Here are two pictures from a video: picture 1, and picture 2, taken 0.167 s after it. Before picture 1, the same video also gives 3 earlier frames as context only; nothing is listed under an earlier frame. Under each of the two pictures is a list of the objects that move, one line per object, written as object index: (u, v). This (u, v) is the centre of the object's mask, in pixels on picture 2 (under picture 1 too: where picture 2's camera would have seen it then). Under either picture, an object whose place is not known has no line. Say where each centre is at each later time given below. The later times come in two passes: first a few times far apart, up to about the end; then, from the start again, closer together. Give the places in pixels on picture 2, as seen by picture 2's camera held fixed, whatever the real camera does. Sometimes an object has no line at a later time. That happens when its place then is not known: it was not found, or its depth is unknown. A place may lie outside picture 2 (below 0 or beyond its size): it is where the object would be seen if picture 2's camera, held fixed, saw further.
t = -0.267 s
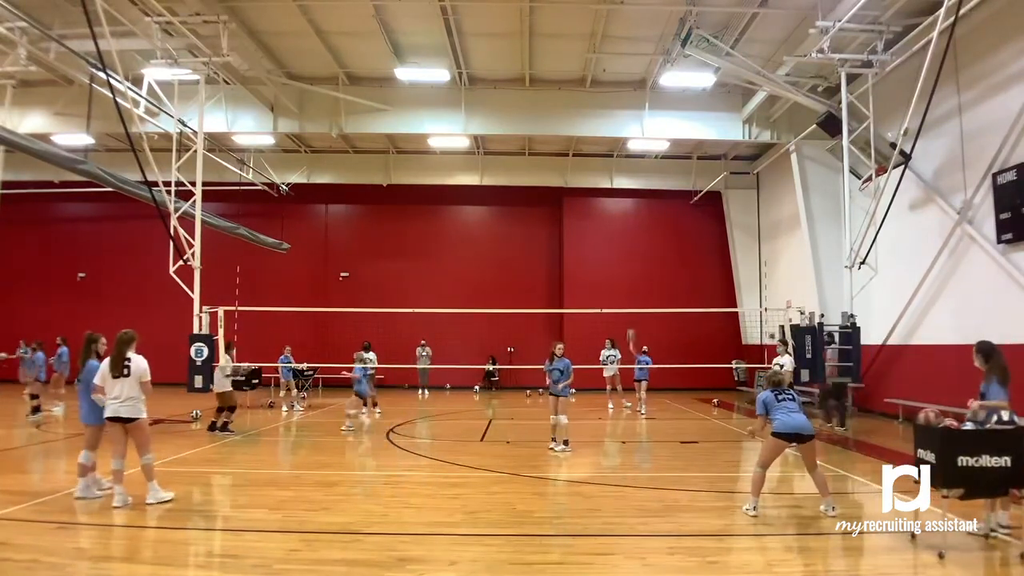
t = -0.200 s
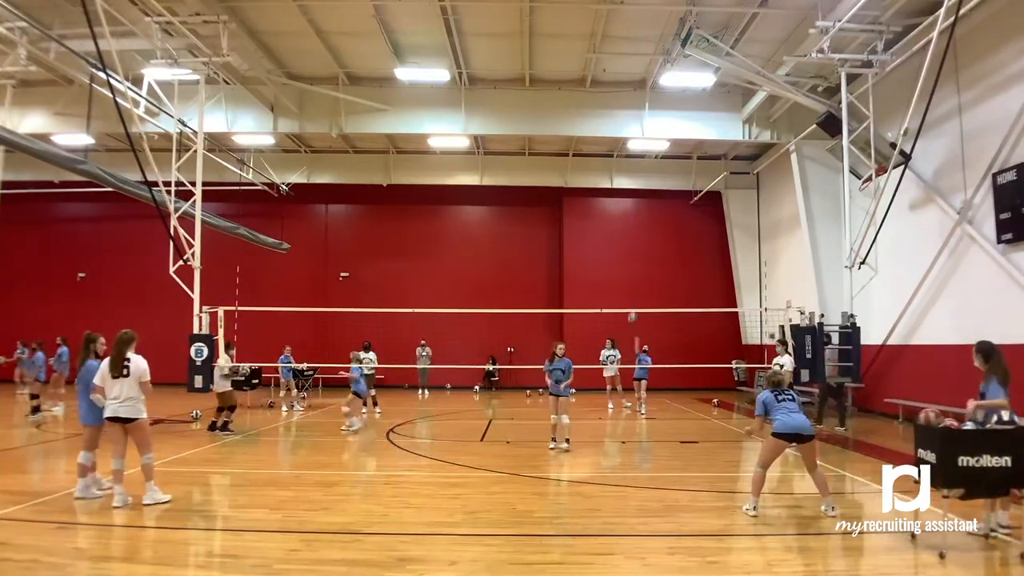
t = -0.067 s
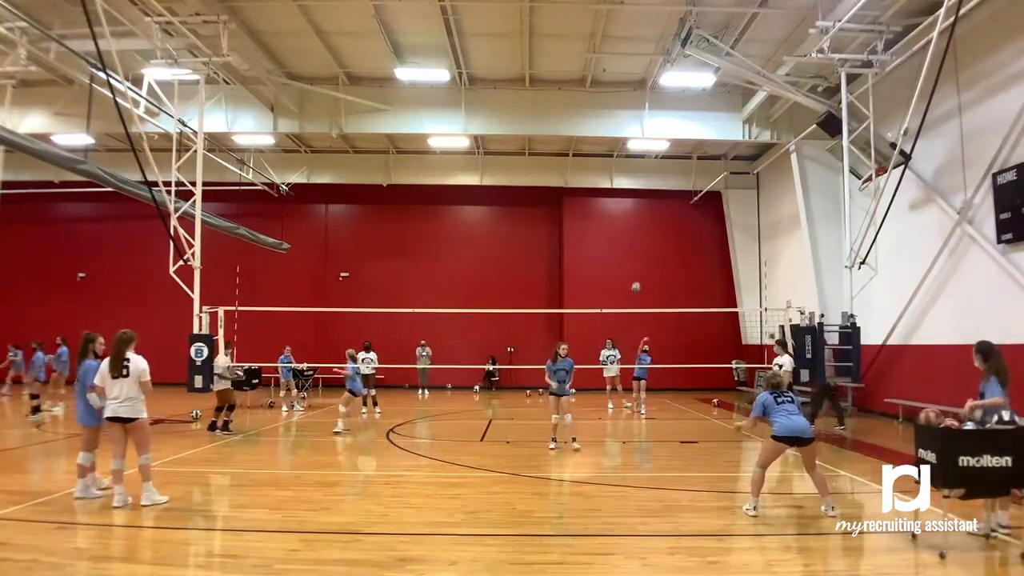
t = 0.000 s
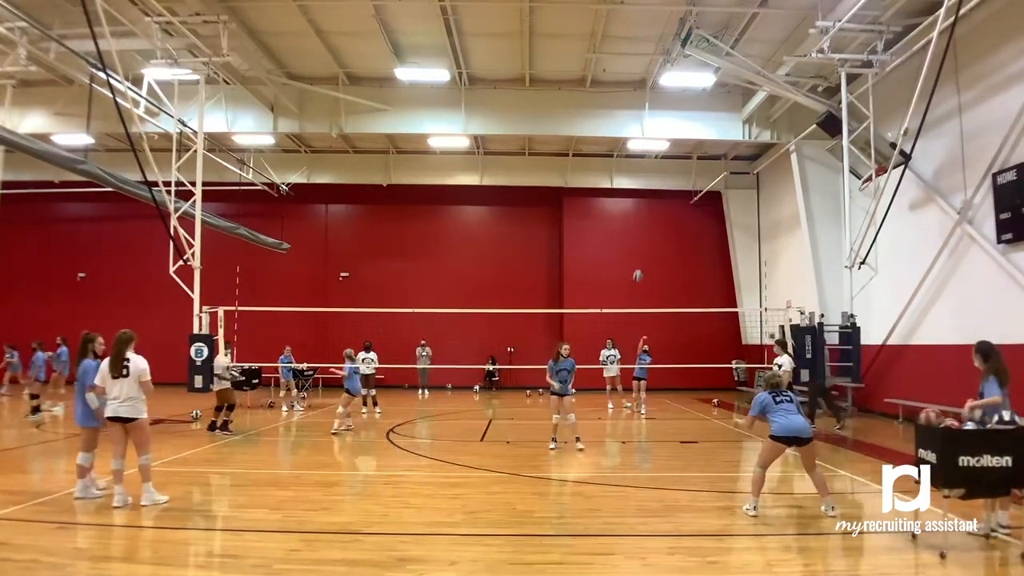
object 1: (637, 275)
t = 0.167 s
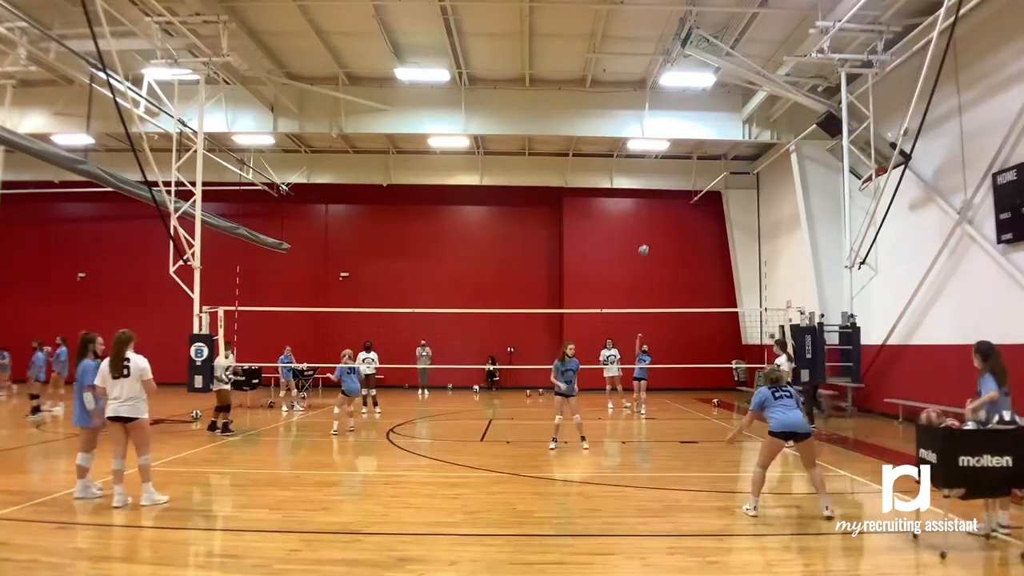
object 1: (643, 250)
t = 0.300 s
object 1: (649, 237)
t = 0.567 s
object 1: (665, 238)
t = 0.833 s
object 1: (690, 285)
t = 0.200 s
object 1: (645, 246)
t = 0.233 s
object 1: (646, 243)
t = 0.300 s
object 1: (649, 237)
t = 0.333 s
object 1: (651, 236)
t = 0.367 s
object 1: (652, 234)
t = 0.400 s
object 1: (654, 234)
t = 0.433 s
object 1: (656, 233)
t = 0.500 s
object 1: (660, 234)
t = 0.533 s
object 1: (663, 236)
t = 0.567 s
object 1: (665, 238)
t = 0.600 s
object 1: (668, 241)
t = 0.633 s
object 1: (670, 244)
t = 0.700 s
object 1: (676, 254)
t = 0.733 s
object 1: (679, 261)
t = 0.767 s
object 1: (682, 268)
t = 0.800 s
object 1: (686, 276)
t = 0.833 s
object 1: (690, 285)
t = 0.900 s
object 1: (697, 308)
